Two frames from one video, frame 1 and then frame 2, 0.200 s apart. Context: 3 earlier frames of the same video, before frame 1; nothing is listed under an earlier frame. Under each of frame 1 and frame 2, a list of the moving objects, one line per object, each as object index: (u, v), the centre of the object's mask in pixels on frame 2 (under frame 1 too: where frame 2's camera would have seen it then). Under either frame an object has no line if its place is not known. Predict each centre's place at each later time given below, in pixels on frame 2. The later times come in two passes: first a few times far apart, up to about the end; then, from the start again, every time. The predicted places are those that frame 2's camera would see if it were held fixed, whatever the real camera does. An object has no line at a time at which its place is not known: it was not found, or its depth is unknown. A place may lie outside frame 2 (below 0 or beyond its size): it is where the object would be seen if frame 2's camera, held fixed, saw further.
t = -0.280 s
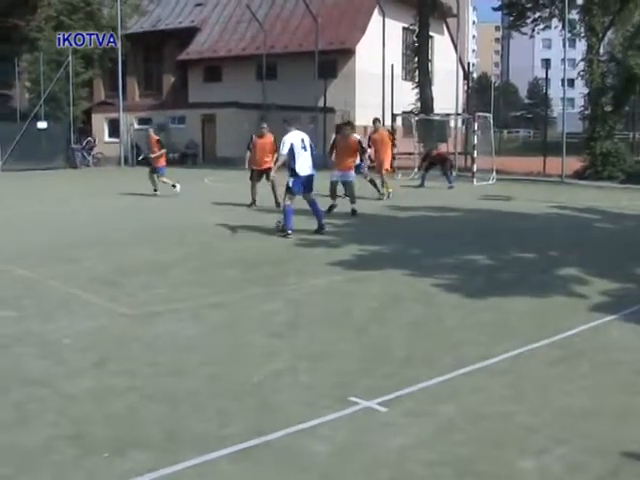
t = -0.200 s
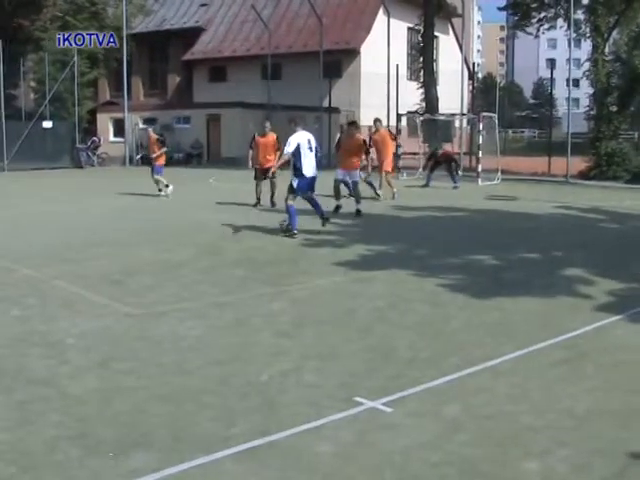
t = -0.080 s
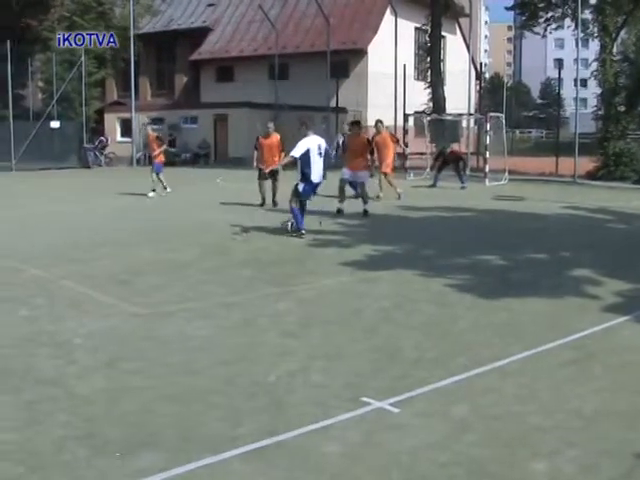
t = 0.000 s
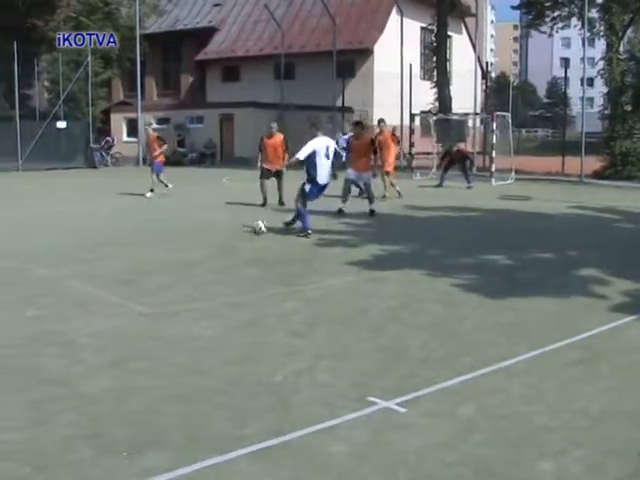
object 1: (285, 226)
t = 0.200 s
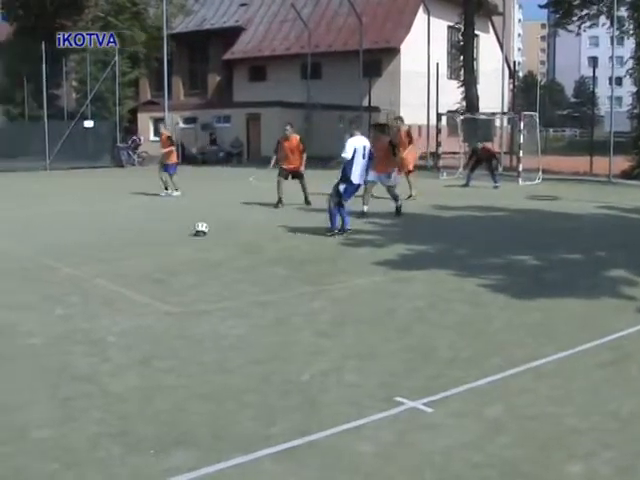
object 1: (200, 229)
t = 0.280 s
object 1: (170, 230)
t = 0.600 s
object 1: (64, 233)
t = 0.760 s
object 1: (12, 233)
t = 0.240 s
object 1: (185, 230)
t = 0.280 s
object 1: (170, 230)
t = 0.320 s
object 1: (155, 230)
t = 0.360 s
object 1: (141, 231)
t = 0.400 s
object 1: (128, 231)
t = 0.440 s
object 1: (115, 232)
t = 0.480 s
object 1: (101, 232)
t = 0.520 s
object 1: (89, 232)
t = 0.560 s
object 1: (76, 233)
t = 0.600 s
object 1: (64, 233)
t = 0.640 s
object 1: (50, 233)
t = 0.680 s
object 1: (38, 233)
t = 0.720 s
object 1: (25, 233)
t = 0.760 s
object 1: (12, 233)
